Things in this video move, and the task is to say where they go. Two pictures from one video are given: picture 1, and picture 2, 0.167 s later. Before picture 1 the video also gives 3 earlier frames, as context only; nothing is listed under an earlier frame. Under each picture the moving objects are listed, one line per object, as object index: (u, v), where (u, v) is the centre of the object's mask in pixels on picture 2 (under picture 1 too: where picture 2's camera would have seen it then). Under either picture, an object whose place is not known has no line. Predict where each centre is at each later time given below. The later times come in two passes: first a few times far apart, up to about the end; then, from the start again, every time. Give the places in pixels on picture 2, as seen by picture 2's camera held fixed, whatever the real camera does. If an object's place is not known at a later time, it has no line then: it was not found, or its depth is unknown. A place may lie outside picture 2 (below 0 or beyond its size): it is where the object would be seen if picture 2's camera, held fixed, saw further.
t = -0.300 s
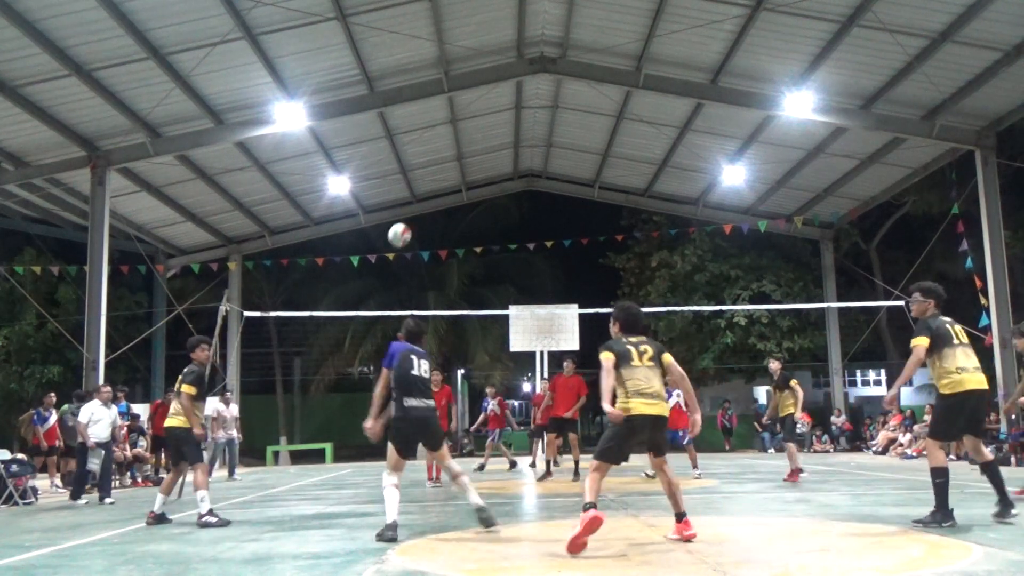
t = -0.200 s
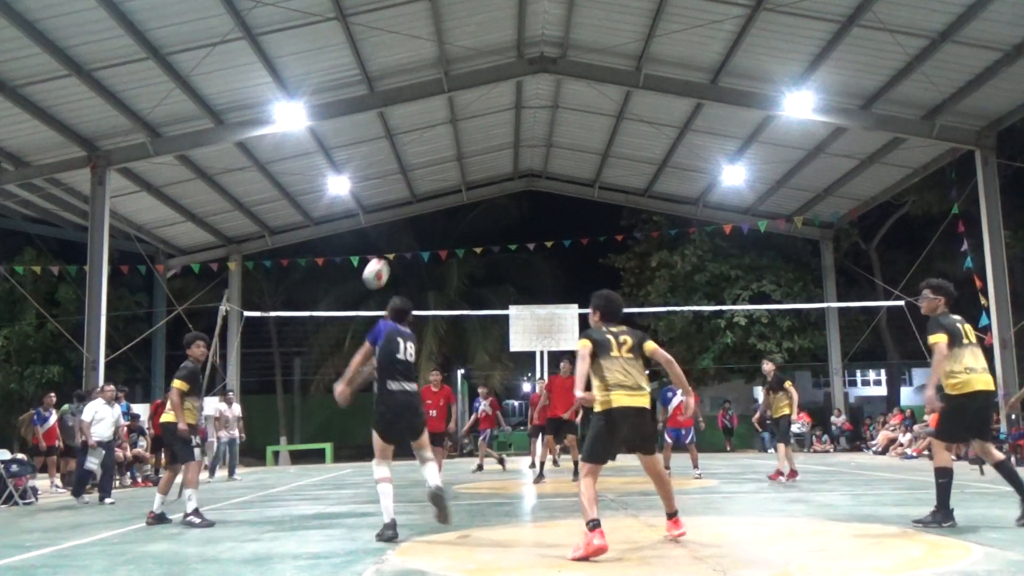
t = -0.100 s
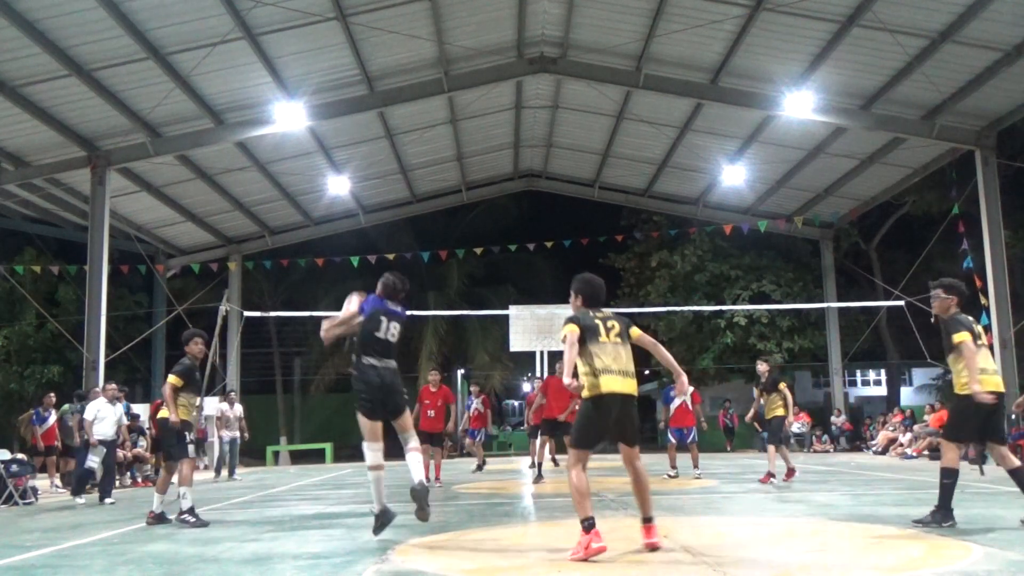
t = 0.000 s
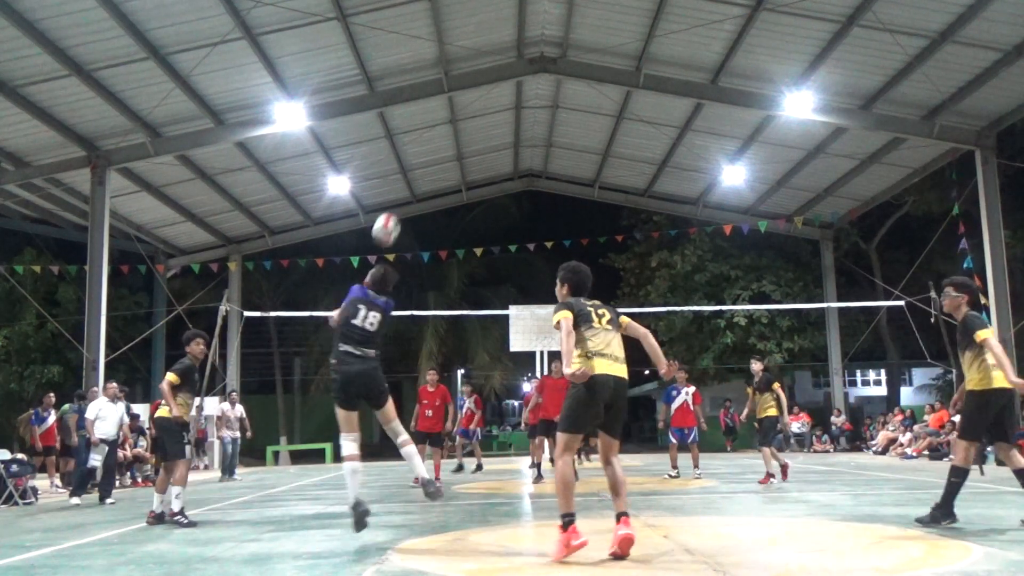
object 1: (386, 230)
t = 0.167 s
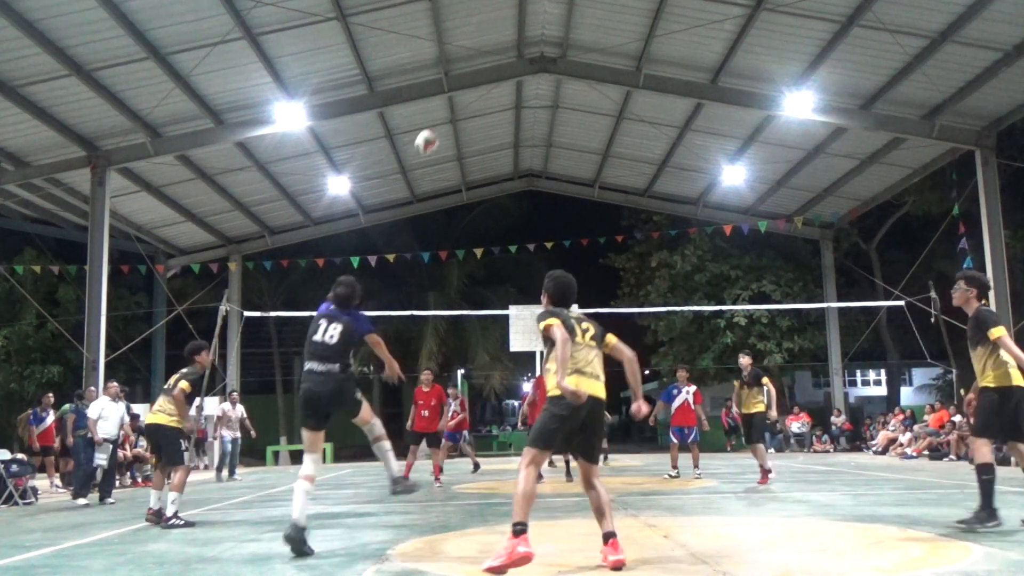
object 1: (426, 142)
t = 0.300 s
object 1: (454, 107)
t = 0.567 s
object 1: (499, 94)
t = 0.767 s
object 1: (528, 121)
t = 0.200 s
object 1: (434, 130)
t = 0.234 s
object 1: (441, 121)
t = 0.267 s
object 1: (447, 113)
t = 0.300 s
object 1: (454, 107)
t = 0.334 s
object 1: (460, 101)
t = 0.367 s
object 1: (466, 96)
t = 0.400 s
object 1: (472, 93)
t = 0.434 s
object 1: (478, 91)
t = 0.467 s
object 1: (484, 91)
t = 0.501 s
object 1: (489, 90)
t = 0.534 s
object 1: (495, 92)
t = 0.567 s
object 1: (499, 94)
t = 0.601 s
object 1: (505, 97)
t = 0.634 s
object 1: (510, 101)
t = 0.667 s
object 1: (515, 105)
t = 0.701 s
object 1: (519, 109)
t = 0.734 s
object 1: (523, 115)
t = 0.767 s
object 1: (528, 121)
